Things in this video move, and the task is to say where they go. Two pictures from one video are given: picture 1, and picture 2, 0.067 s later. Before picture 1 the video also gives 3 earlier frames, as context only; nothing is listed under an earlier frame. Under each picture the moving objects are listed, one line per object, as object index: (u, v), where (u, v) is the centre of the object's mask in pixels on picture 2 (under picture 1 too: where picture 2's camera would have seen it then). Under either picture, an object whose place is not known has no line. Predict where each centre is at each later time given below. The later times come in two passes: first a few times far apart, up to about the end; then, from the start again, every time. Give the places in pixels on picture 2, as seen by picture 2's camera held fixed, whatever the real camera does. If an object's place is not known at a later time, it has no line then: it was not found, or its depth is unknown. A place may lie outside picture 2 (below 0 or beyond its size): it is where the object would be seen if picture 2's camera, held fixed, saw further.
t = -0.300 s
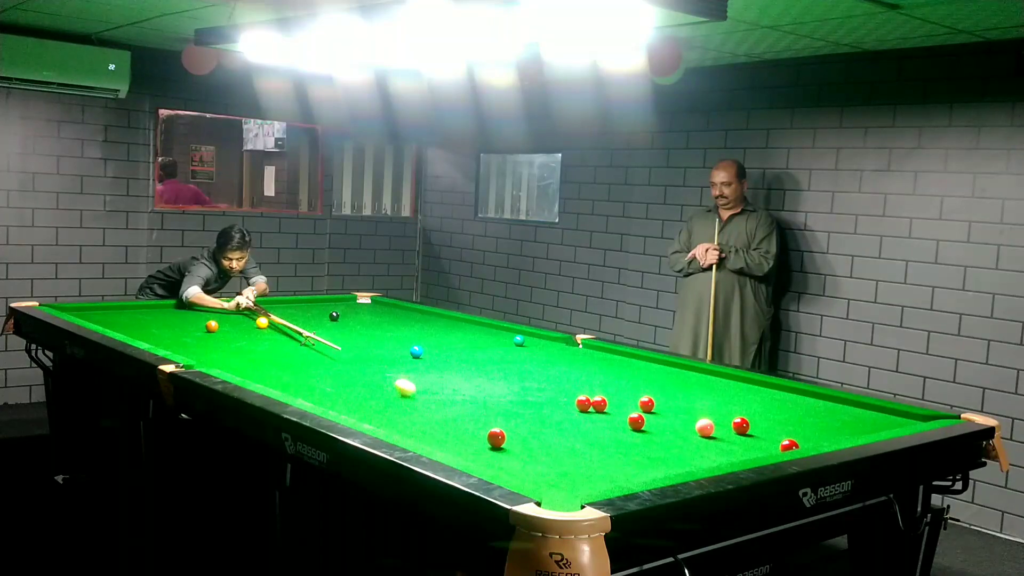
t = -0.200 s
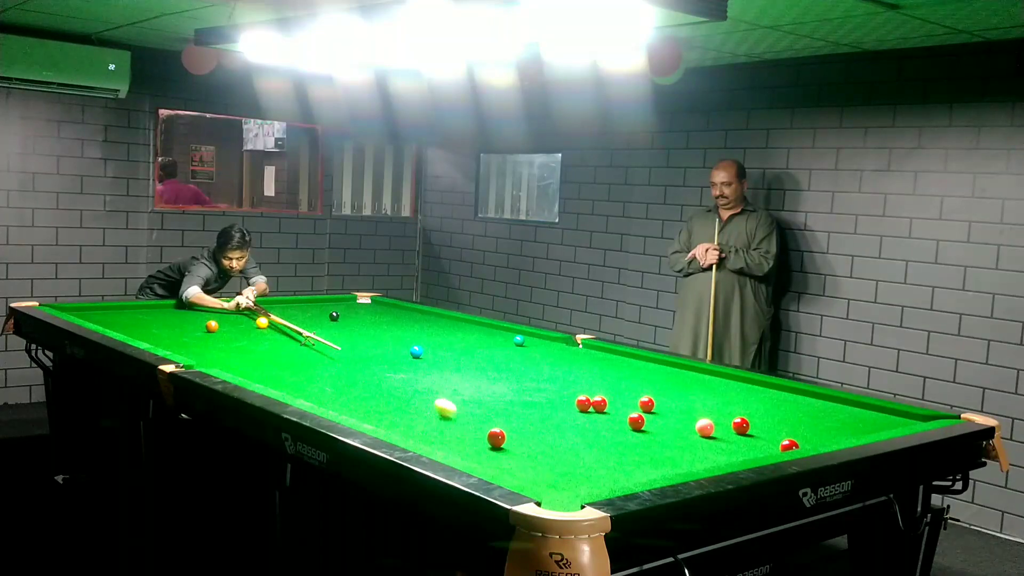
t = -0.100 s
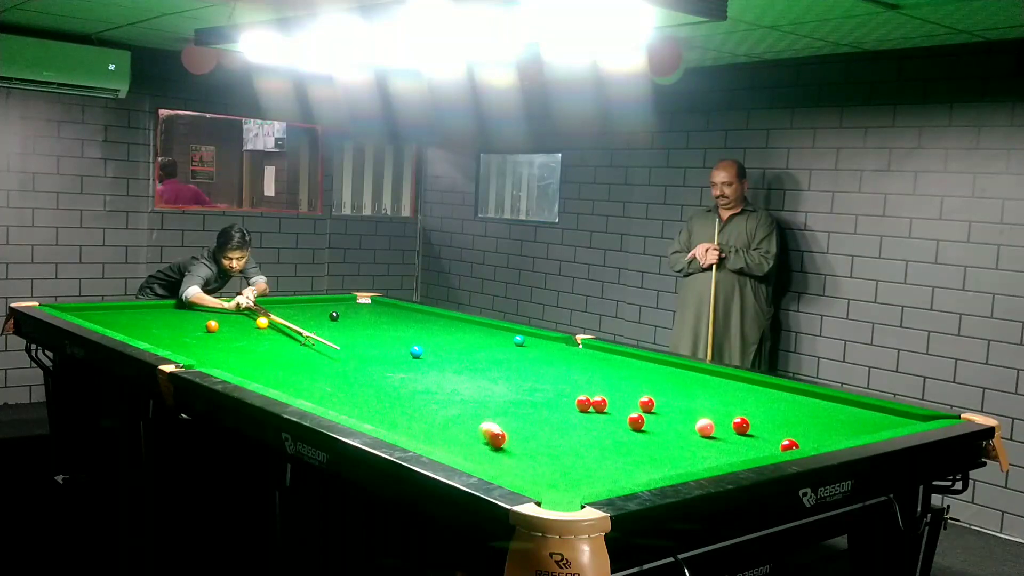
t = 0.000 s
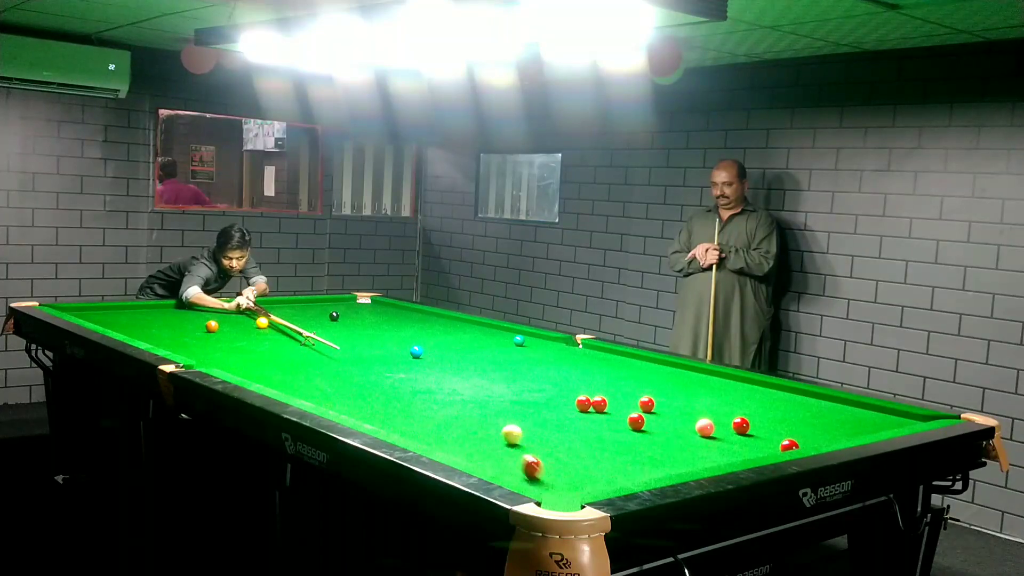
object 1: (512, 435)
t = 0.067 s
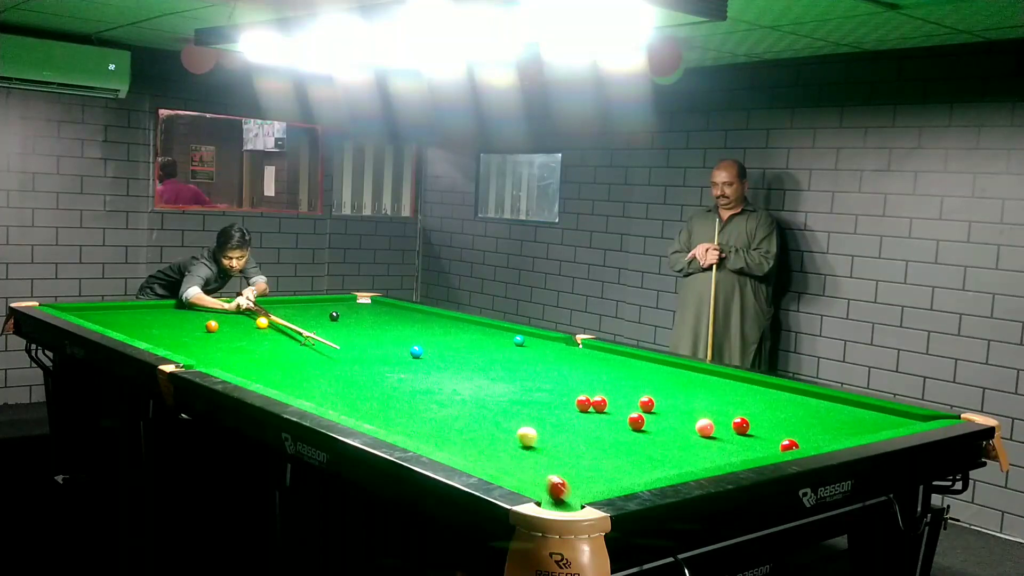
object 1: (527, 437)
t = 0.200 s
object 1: (562, 444)
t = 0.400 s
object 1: (624, 461)
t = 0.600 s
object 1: (664, 469)
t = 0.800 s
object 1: (626, 459)
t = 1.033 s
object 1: (588, 448)
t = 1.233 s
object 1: (559, 439)
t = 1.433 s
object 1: (533, 431)
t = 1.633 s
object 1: (509, 424)
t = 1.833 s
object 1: (488, 417)
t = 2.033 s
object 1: (469, 411)
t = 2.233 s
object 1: (451, 406)
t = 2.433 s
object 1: (435, 401)
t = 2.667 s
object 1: (418, 396)
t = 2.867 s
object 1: (405, 391)
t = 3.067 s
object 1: (394, 388)
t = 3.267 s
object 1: (383, 384)
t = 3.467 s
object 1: (373, 381)
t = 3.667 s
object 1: (365, 379)
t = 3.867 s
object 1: (357, 376)
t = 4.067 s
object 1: (349, 374)
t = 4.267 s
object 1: (343, 372)
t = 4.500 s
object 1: (336, 370)
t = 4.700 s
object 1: (331, 368)
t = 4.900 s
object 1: (326, 367)
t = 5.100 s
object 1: (322, 366)
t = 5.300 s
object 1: (319, 365)
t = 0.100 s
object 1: (535, 438)
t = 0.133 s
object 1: (544, 440)
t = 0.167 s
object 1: (552, 442)
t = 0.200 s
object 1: (562, 444)
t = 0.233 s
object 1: (572, 447)
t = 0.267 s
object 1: (581, 449)
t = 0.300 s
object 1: (592, 452)
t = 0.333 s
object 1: (602, 455)
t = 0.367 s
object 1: (613, 458)
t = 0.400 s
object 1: (624, 461)
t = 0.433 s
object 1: (634, 464)
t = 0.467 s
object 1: (645, 467)
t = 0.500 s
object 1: (656, 468)
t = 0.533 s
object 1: (666, 469)
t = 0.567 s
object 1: (672, 470)
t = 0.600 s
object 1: (664, 469)
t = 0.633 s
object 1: (657, 468)
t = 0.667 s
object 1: (650, 467)
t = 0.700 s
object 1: (643, 465)
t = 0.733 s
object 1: (638, 463)
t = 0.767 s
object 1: (632, 462)
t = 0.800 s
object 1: (626, 459)
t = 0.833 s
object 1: (620, 458)
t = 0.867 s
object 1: (615, 456)
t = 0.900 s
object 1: (609, 454)
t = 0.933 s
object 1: (604, 453)
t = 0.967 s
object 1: (598, 451)
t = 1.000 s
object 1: (593, 450)
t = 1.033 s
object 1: (588, 448)
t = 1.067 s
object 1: (583, 447)
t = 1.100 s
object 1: (578, 445)
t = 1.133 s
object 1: (573, 443)
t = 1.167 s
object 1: (568, 442)
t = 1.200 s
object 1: (563, 440)
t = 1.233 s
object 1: (559, 439)
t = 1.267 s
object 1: (555, 437)
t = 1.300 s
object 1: (550, 436)
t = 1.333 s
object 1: (546, 435)
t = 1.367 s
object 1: (541, 434)
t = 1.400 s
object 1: (537, 432)
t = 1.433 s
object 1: (533, 431)
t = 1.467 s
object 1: (529, 430)
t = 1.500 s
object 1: (525, 429)
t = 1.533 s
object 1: (521, 428)
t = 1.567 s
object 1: (517, 426)
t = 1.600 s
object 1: (513, 425)
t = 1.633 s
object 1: (509, 424)
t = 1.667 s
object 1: (506, 423)
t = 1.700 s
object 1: (502, 422)
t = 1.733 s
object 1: (498, 420)
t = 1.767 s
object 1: (495, 419)
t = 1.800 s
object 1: (491, 418)
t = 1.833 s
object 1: (488, 417)
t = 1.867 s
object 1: (485, 416)
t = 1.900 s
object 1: (481, 415)
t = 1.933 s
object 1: (478, 414)
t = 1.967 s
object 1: (475, 413)
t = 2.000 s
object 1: (472, 412)
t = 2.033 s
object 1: (469, 411)
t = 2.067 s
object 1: (465, 410)
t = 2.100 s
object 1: (463, 410)
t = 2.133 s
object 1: (460, 409)
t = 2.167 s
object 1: (457, 408)
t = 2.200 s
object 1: (454, 407)
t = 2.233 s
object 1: (451, 406)
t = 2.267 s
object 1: (448, 405)
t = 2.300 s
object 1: (445, 404)
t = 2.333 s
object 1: (443, 403)
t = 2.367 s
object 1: (440, 402)
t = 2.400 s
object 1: (438, 402)
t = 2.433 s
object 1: (435, 401)
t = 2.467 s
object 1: (432, 400)
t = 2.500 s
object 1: (430, 400)
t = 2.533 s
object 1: (428, 399)
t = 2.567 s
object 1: (425, 398)
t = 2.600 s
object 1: (423, 397)
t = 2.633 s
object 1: (421, 396)
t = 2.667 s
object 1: (418, 396)
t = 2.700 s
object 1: (416, 395)
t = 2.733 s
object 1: (414, 394)
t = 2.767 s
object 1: (412, 394)
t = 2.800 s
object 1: (409, 393)
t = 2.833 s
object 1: (407, 392)
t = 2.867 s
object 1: (405, 391)
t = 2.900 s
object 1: (403, 391)
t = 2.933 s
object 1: (401, 390)
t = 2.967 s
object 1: (399, 390)
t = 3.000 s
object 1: (397, 389)
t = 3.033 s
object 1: (396, 388)
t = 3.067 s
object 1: (394, 388)
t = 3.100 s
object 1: (392, 387)
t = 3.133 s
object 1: (390, 387)
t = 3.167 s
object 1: (388, 386)
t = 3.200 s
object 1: (387, 386)
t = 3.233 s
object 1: (385, 385)
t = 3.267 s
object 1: (383, 384)
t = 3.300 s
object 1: (382, 384)
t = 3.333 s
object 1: (380, 383)
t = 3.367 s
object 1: (378, 383)
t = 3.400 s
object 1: (377, 382)
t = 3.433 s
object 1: (375, 382)
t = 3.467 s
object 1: (373, 381)
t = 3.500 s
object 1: (372, 381)
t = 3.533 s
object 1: (370, 380)
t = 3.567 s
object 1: (369, 380)
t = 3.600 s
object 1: (367, 379)
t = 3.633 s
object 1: (366, 379)
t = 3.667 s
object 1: (365, 379)
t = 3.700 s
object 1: (363, 378)
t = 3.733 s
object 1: (362, 378)
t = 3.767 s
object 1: (360, 377)
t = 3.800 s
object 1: (359, 377)
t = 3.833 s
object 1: (358, 376)
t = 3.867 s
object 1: (357, 376)
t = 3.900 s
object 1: (355, 376)
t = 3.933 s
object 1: (354, 375)
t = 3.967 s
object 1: (353, 375)
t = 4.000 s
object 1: (351, 374)
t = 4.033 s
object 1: (350, 374)
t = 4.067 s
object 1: (349, 374)
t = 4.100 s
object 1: (348, 374)
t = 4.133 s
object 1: (347, 373)
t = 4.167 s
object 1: (346, 373)
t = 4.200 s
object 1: (345, 373)
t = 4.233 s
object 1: (344, 372)
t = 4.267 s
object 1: (343, 372)
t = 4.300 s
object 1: (342, 371)
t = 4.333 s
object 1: (341, 371)
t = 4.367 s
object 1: (340, 371)
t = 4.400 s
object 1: (339, 371)
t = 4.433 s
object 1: (338, 370)
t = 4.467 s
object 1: (337, 370)
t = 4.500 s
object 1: (336, 370)
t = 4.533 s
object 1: (335, 369)
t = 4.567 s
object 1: (334, 369)
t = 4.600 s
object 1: (333, 369)
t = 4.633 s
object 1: (332, 369)
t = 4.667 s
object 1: (332, 369)
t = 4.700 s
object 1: (331, 368)
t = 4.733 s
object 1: (330, 368)
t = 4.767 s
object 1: (329, 368)
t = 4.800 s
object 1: (328, 368)
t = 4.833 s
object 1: (328, 367)
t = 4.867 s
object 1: (327, 367)
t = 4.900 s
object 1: (326, 367)
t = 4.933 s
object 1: (325, 367)
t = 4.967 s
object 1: (325, 367)
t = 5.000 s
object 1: (324, 366)
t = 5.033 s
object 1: (323, 366)
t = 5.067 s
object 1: (323, 366)
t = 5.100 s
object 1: (322, 366)
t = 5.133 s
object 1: (322, 366)
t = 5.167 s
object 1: (321, 365)
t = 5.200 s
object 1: (321, 365)
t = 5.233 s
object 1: (320, 365)
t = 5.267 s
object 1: (320, 365)
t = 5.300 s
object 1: (319, 365)
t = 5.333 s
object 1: (319, 365)
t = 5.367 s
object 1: (318, 364)
